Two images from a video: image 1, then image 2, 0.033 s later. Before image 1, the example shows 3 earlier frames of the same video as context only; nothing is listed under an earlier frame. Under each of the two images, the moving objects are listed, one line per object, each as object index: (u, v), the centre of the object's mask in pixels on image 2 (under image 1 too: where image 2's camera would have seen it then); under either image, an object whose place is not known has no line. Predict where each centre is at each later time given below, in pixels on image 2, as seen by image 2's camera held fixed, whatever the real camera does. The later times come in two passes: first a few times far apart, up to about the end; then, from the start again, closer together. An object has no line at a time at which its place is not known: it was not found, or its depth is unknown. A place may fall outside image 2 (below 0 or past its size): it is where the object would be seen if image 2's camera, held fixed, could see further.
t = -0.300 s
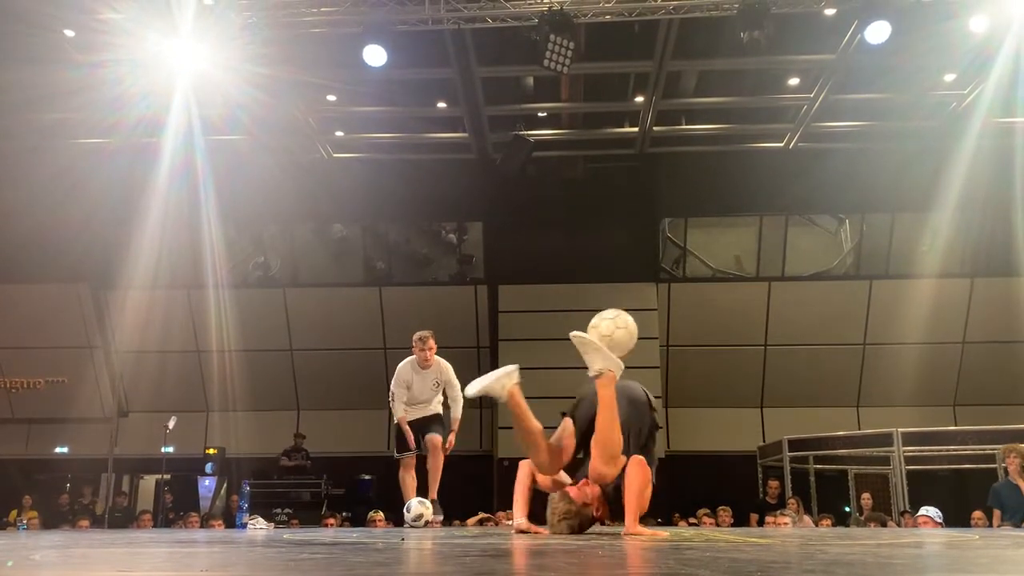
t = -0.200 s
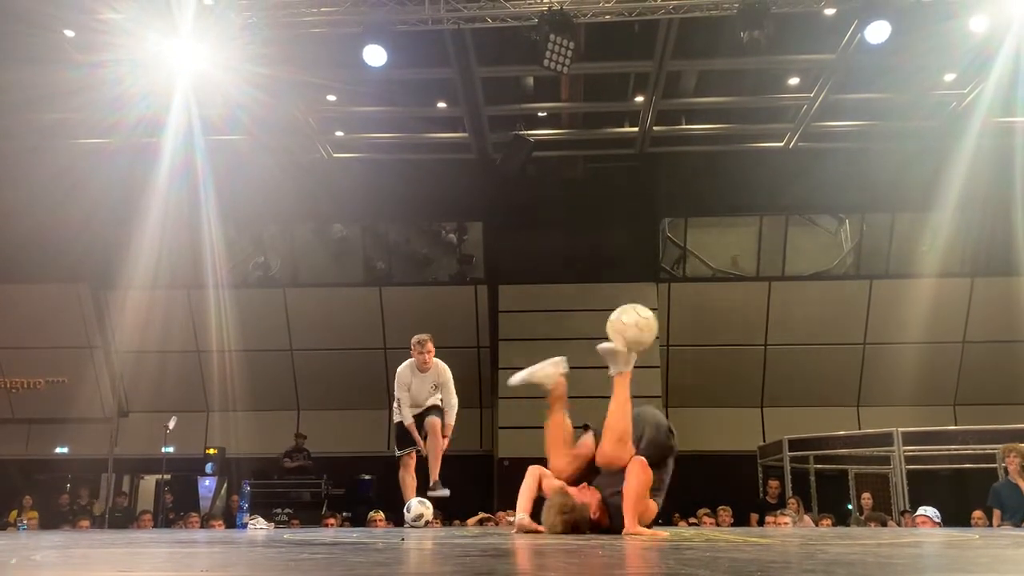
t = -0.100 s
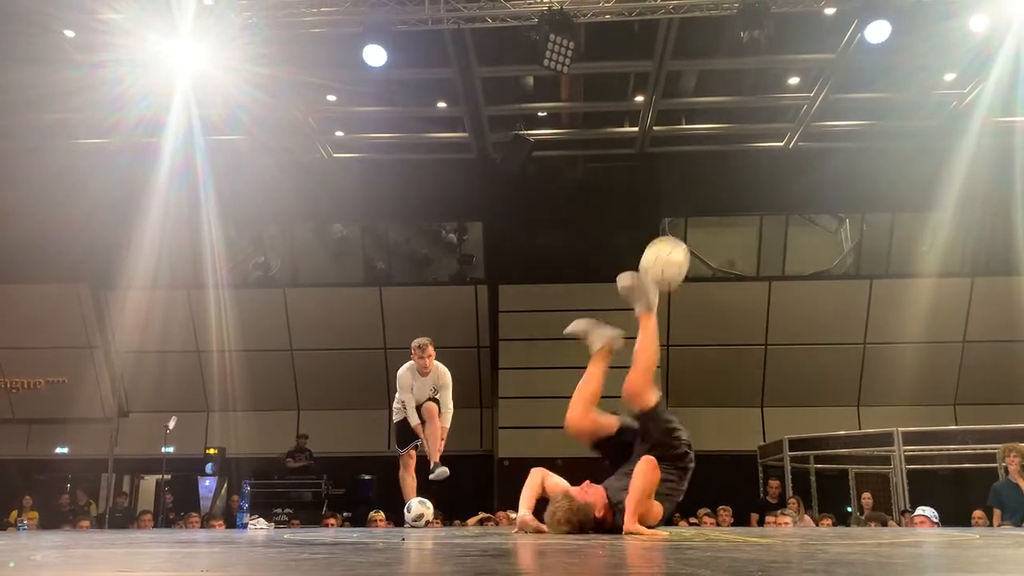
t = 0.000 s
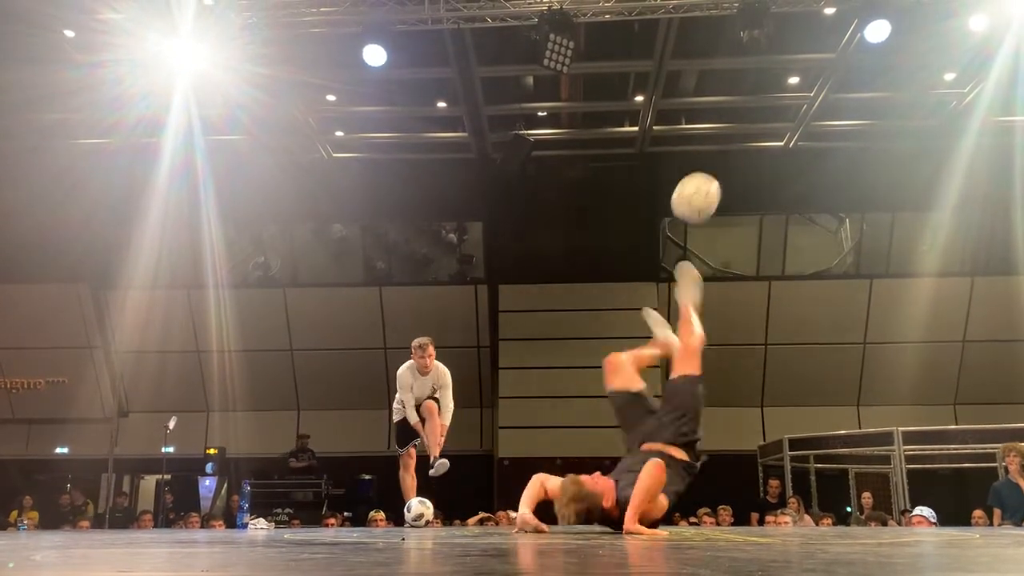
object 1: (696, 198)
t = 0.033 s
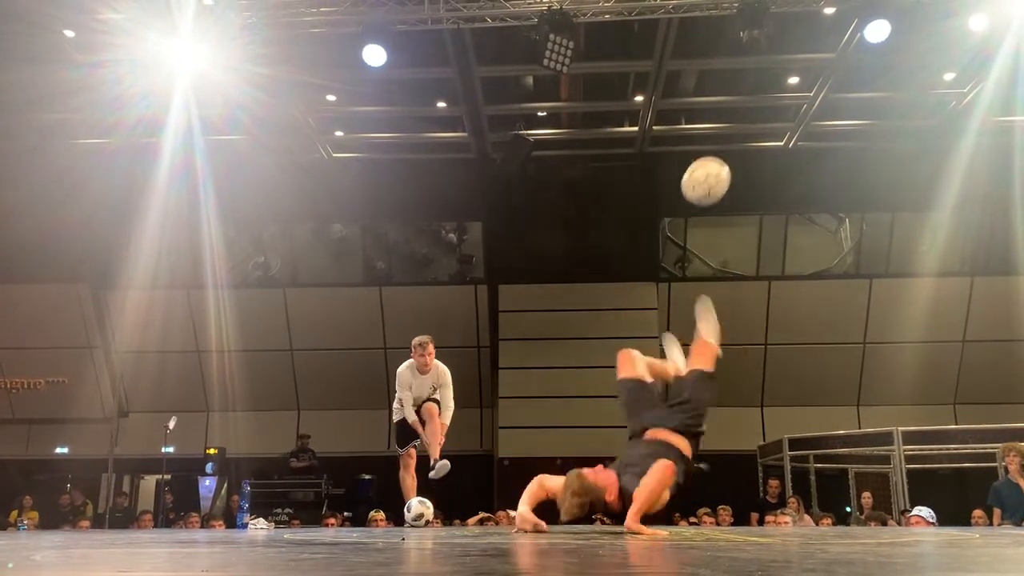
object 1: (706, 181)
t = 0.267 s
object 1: (774, 125)
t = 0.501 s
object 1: (840, 167)
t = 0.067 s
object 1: (716, 167)
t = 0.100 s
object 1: (726, 155)
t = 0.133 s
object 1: (735, 145)
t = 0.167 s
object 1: (745, 137)
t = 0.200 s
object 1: (755, 131)
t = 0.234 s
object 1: (764, 127)
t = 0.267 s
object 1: (774, 125)
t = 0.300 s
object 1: (783, 126)
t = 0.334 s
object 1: (793, 128)
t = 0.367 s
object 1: (802, 132)
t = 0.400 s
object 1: (811, 138)
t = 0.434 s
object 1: (821, 146)
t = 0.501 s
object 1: (840, 167)
